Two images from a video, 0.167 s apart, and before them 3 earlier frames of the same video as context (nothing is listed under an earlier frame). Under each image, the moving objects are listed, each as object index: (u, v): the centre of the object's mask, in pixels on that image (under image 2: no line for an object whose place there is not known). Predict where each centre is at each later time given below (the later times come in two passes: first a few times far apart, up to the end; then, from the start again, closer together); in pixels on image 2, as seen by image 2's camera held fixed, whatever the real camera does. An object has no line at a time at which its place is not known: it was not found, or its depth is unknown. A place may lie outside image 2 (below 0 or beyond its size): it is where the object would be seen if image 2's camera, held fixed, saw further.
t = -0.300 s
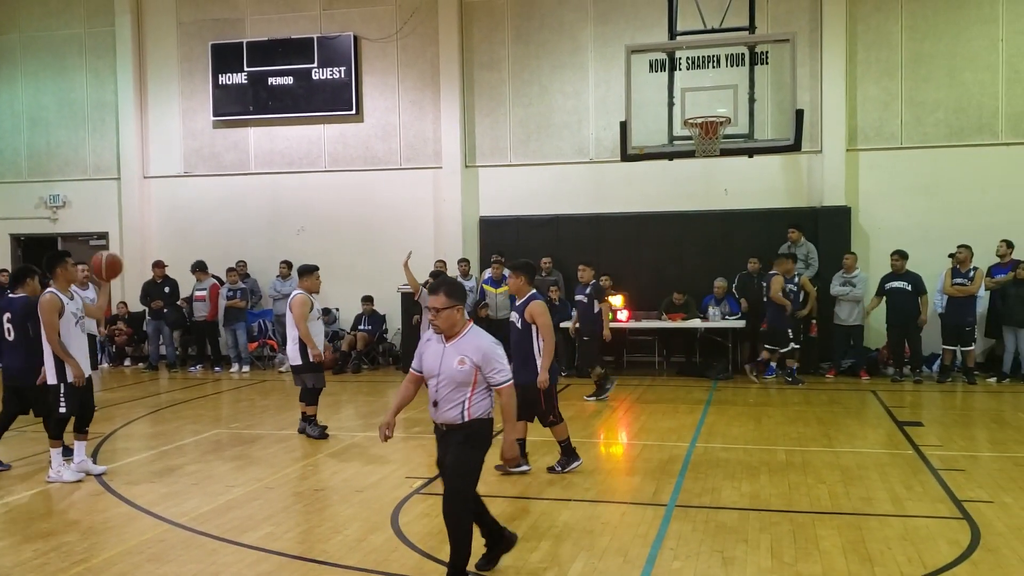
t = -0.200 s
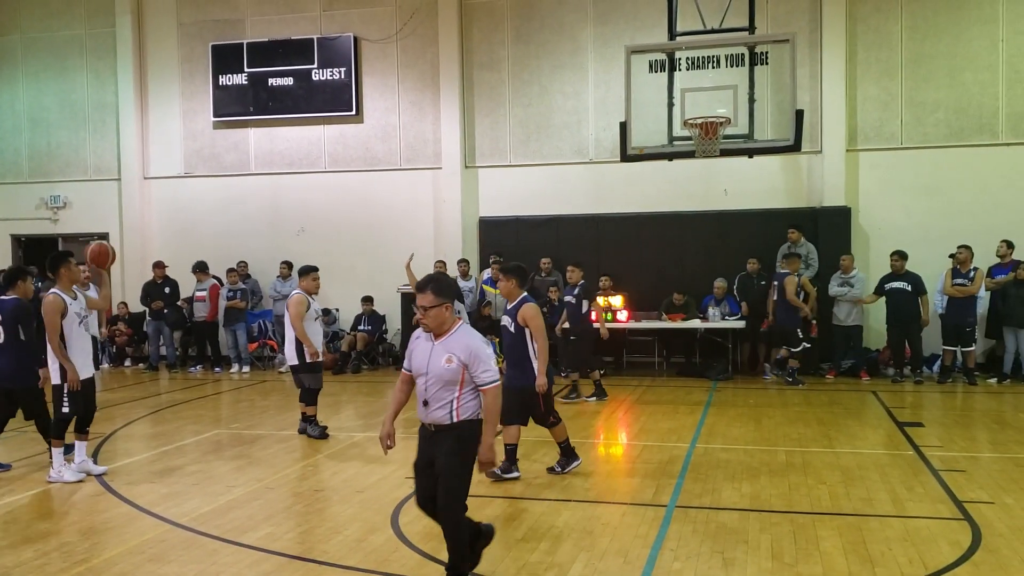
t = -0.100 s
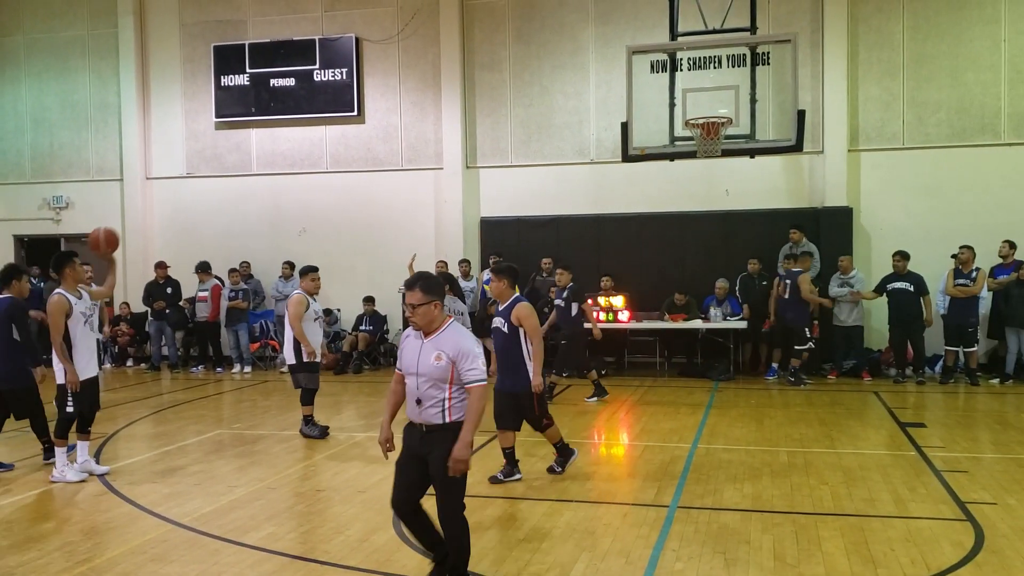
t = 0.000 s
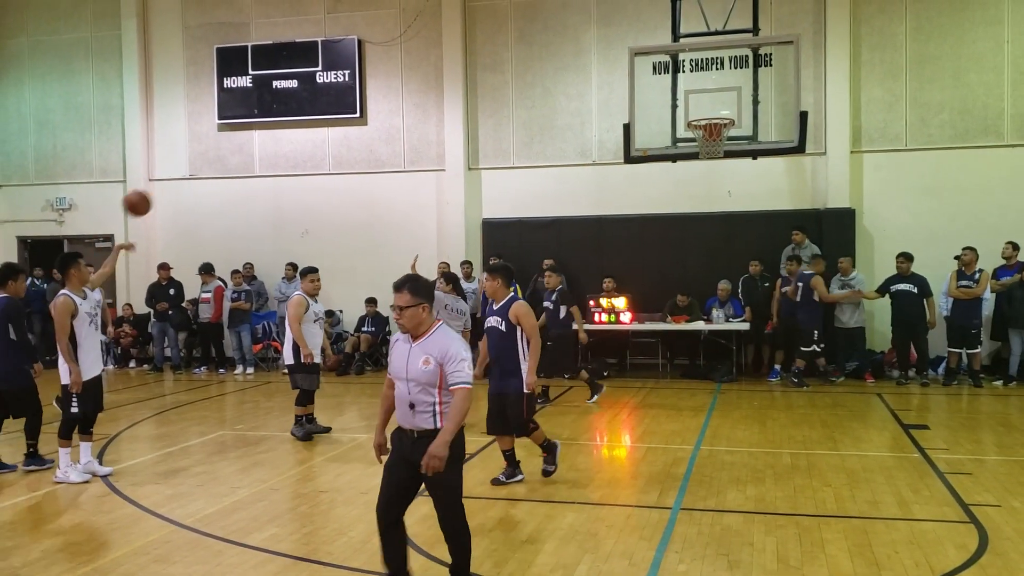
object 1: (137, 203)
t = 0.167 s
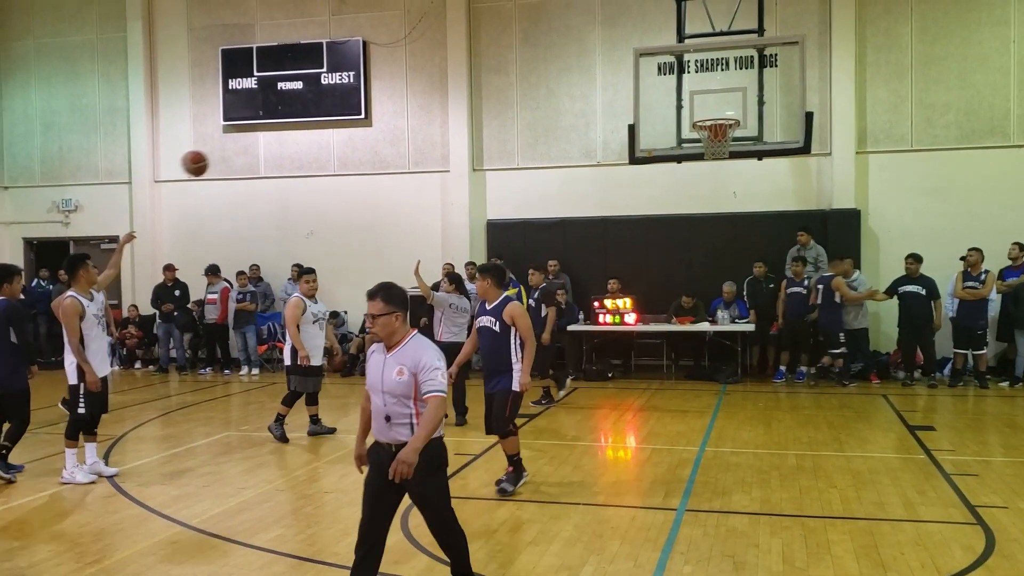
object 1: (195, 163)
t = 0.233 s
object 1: (214, 156)
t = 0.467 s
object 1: (277, 169)
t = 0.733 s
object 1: (338, 241)
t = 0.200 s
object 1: (205, 159)
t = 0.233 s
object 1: (214, 156)
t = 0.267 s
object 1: (224, 155)
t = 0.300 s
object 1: (233, 155)
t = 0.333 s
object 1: (242, 155)
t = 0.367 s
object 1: (251, 157)
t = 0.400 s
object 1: (260, 160)
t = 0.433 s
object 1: (268, 165)
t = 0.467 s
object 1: (277, 169)
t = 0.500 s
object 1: (285, 175)
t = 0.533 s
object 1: (293, 183)
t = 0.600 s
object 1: (309, 199)
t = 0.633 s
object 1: (317, 208)
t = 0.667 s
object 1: (324, 219)
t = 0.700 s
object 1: (331, 230)
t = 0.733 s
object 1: (338, 241)
